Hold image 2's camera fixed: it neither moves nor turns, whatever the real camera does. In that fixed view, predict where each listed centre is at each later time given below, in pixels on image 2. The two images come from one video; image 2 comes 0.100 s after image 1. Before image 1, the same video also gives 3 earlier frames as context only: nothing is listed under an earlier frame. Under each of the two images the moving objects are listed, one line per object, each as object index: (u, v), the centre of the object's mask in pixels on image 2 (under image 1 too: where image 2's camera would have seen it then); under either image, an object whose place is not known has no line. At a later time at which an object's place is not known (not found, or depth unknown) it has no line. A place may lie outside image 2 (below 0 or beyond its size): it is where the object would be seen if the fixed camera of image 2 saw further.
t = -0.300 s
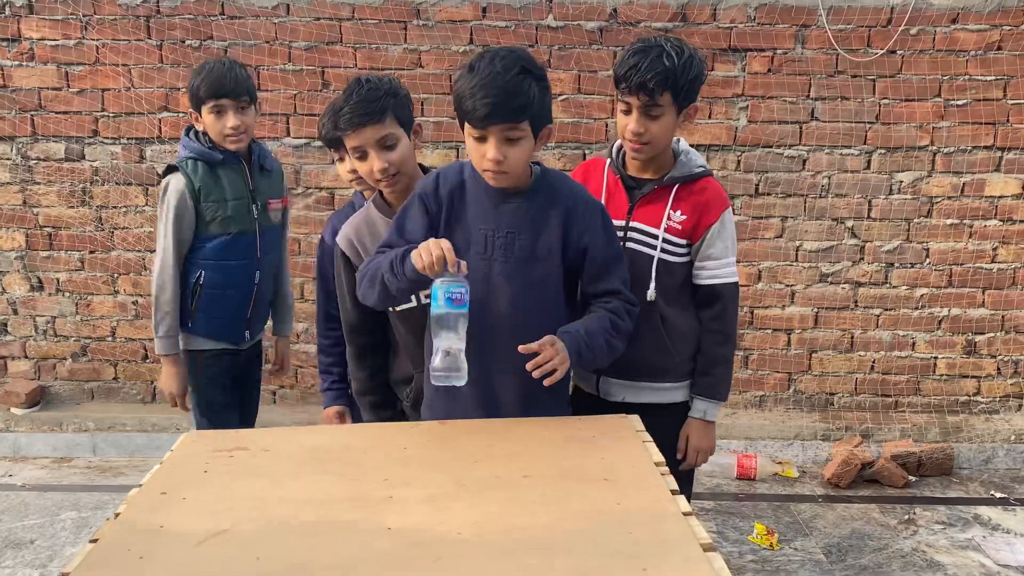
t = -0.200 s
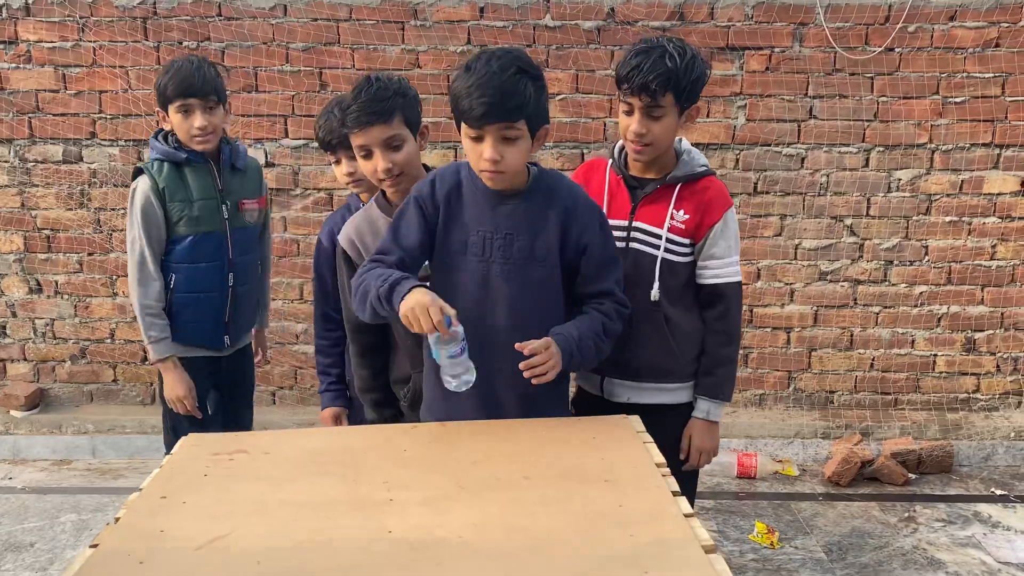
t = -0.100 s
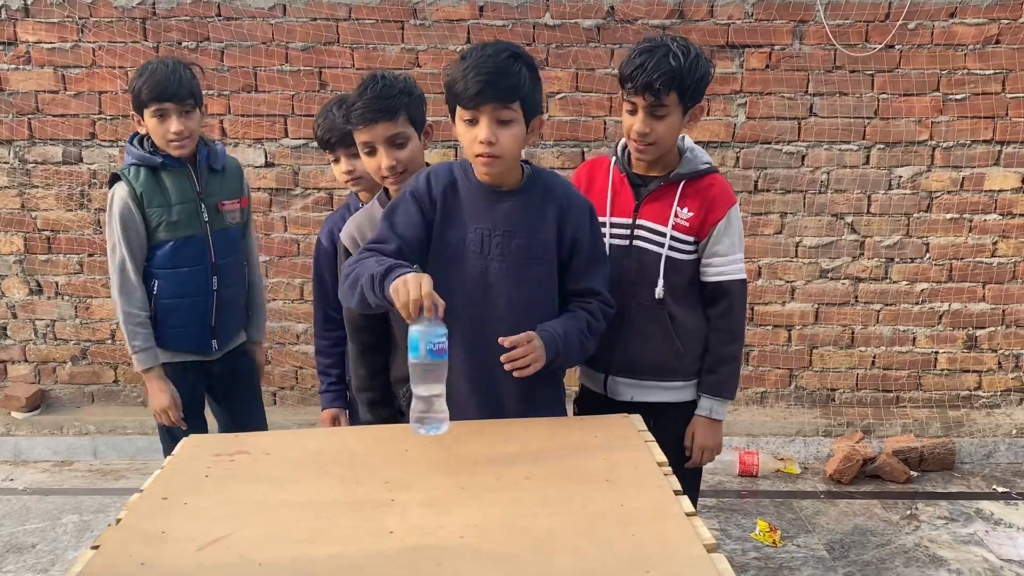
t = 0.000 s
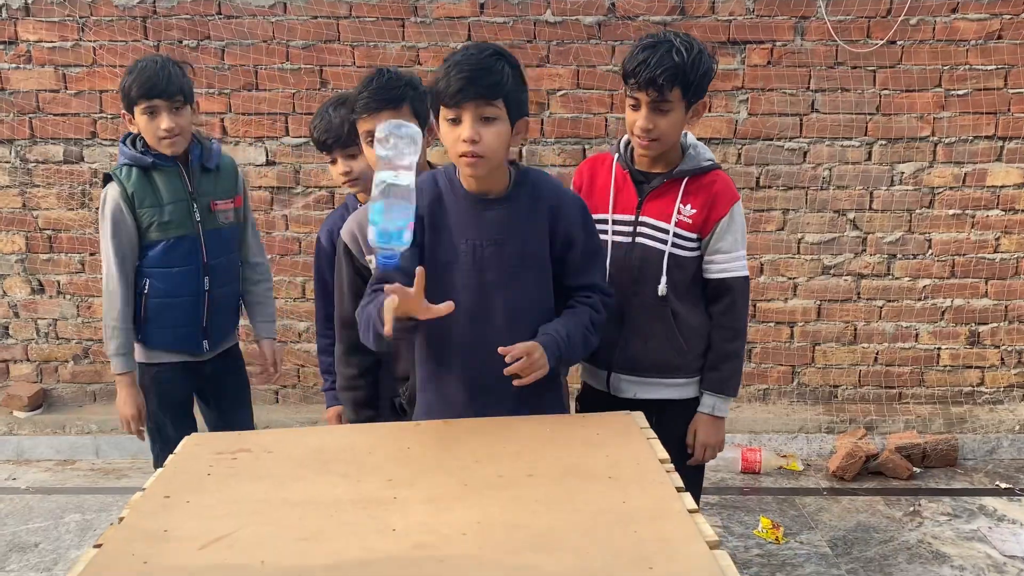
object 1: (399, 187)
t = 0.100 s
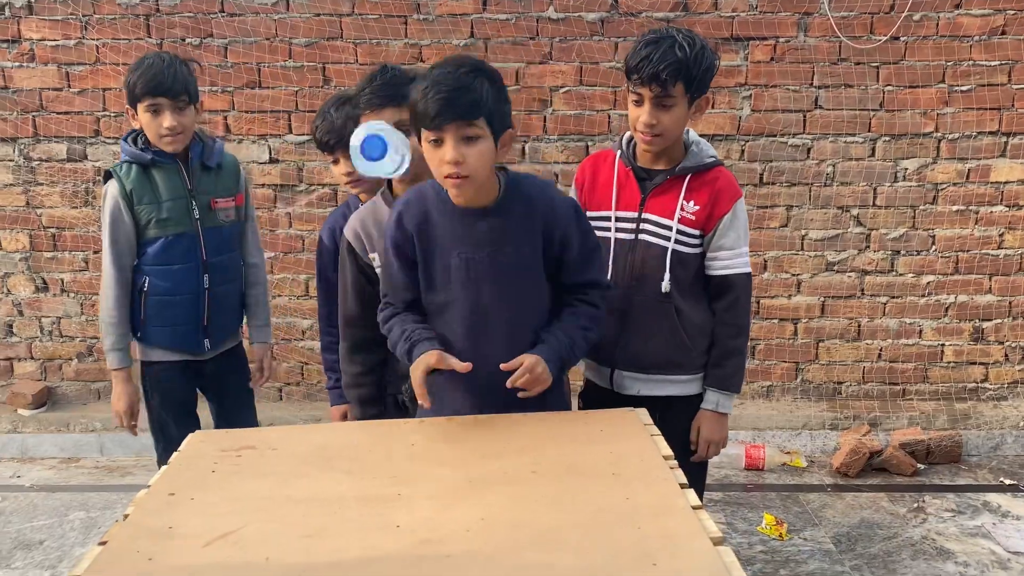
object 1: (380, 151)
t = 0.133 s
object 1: (379, 233)
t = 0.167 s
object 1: (378, 342)
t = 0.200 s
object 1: (374, 487)
